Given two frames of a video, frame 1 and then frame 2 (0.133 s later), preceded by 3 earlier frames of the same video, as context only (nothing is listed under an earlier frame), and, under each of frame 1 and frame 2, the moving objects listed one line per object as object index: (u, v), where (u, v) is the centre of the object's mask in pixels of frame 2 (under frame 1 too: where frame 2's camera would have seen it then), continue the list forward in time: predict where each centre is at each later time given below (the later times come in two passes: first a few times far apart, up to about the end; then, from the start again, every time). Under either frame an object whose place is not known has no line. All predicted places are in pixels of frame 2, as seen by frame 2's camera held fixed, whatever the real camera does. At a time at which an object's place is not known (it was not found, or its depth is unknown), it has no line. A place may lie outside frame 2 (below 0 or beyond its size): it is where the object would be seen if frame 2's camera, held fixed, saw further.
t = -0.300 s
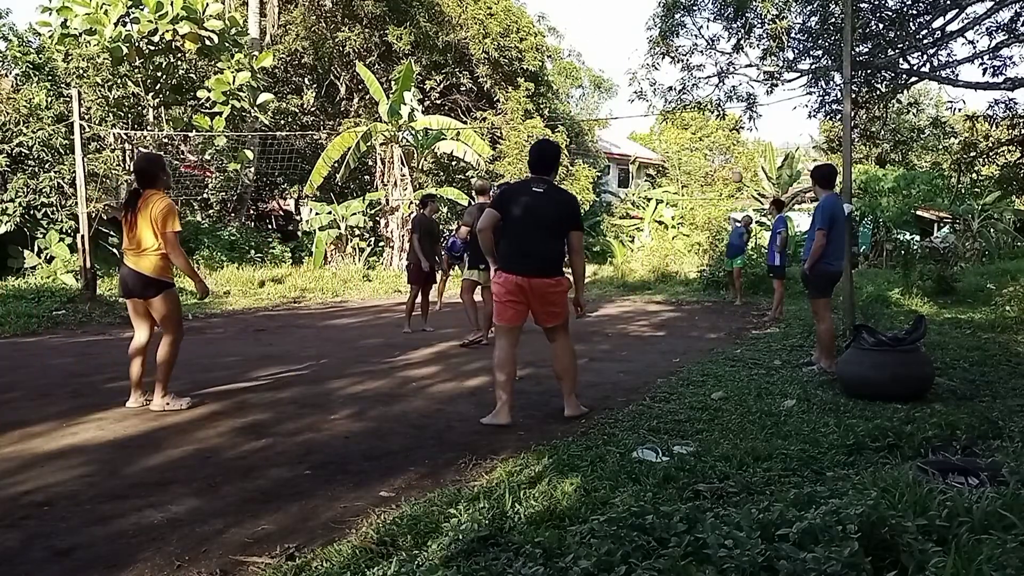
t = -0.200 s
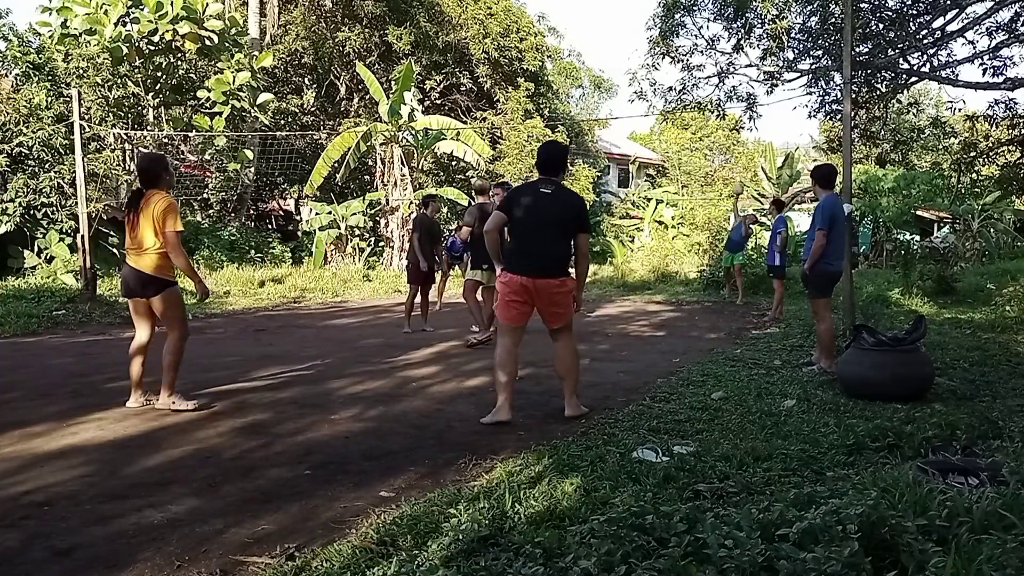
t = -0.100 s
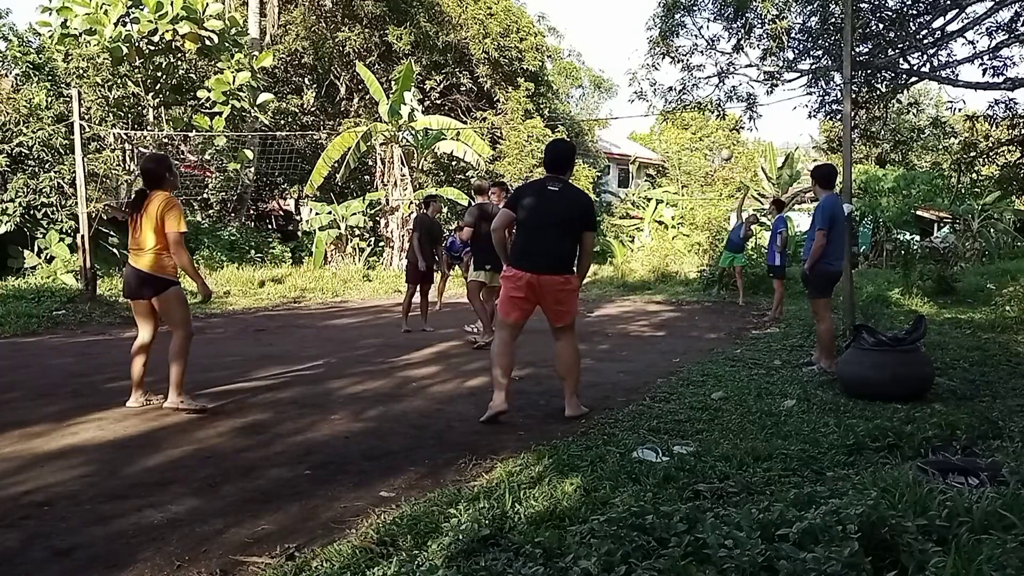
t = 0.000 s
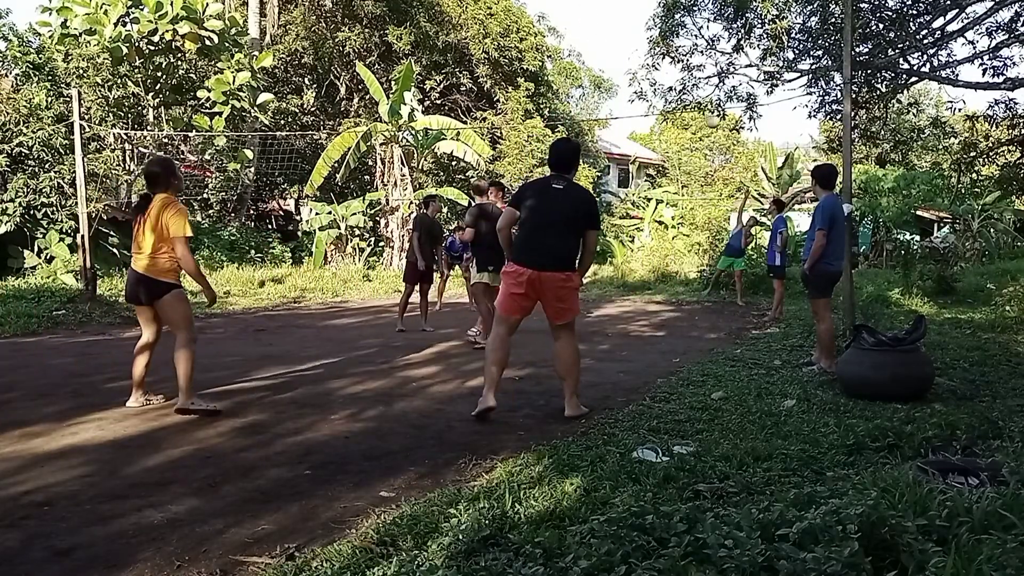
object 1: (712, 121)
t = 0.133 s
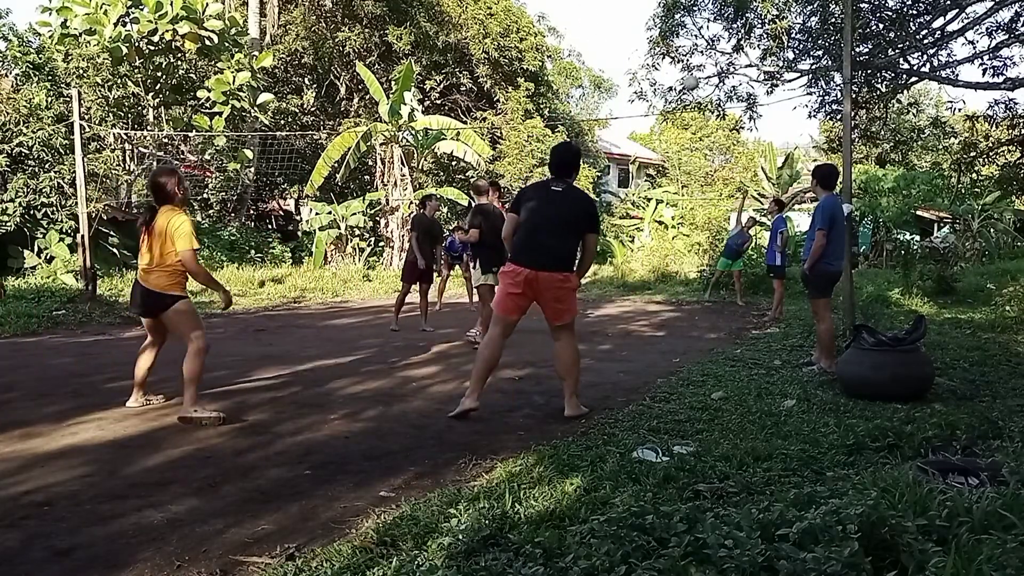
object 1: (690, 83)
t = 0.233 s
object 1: (671, 58)
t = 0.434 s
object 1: (616, 25)
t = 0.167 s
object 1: (684, 74)
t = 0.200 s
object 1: (678, 66)
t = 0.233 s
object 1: (671, 58)
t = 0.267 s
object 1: (663, 50)
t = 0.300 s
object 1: (655, 44)
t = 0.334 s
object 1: (646, 38)
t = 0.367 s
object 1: (637, 33)
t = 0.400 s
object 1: (627, 29)
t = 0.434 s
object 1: (616, 25)
